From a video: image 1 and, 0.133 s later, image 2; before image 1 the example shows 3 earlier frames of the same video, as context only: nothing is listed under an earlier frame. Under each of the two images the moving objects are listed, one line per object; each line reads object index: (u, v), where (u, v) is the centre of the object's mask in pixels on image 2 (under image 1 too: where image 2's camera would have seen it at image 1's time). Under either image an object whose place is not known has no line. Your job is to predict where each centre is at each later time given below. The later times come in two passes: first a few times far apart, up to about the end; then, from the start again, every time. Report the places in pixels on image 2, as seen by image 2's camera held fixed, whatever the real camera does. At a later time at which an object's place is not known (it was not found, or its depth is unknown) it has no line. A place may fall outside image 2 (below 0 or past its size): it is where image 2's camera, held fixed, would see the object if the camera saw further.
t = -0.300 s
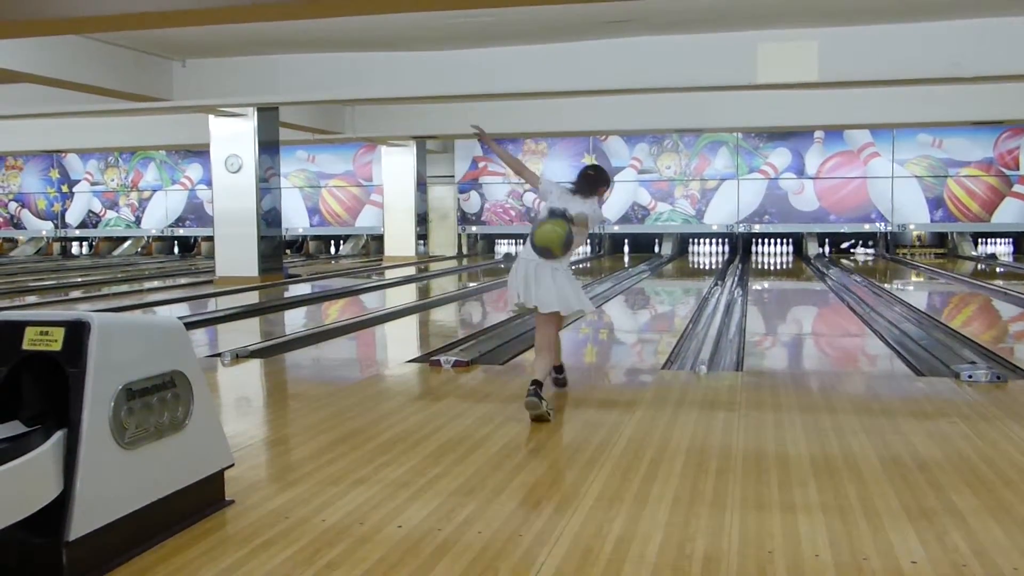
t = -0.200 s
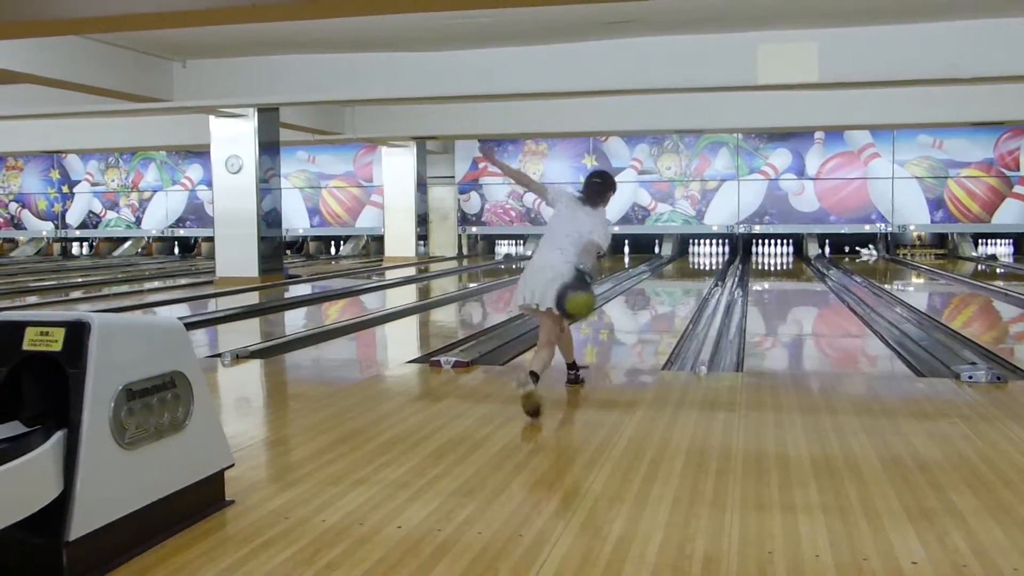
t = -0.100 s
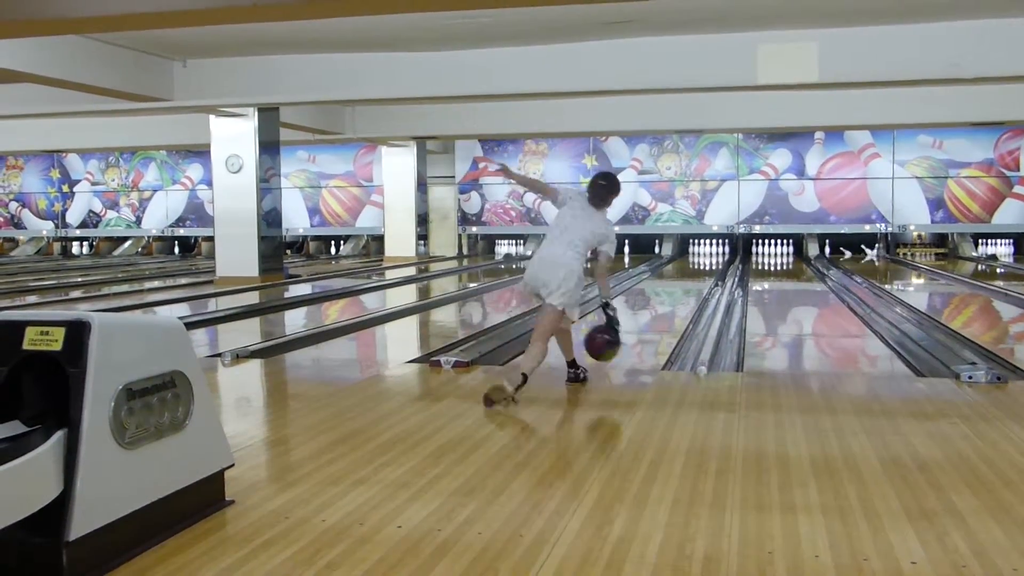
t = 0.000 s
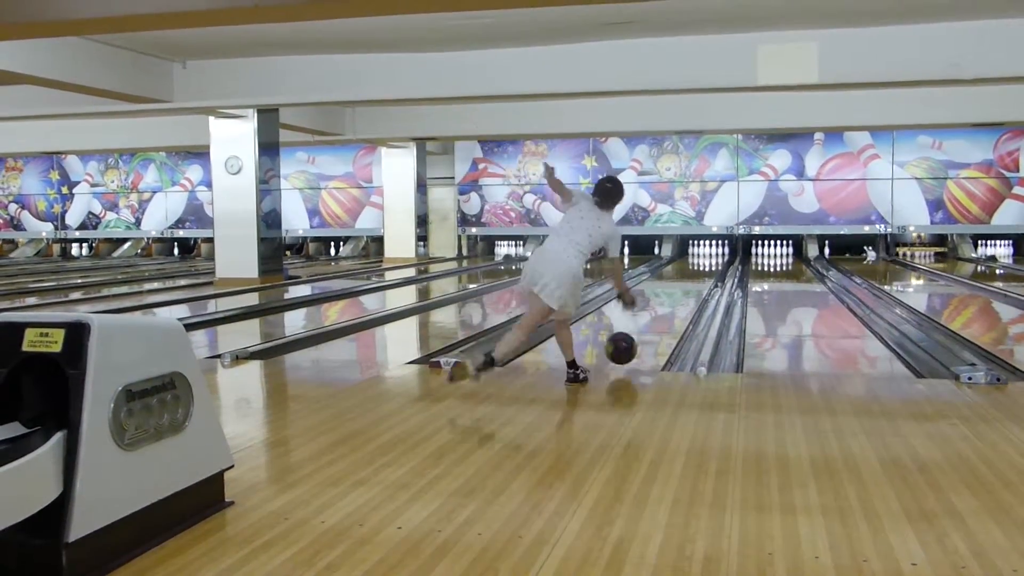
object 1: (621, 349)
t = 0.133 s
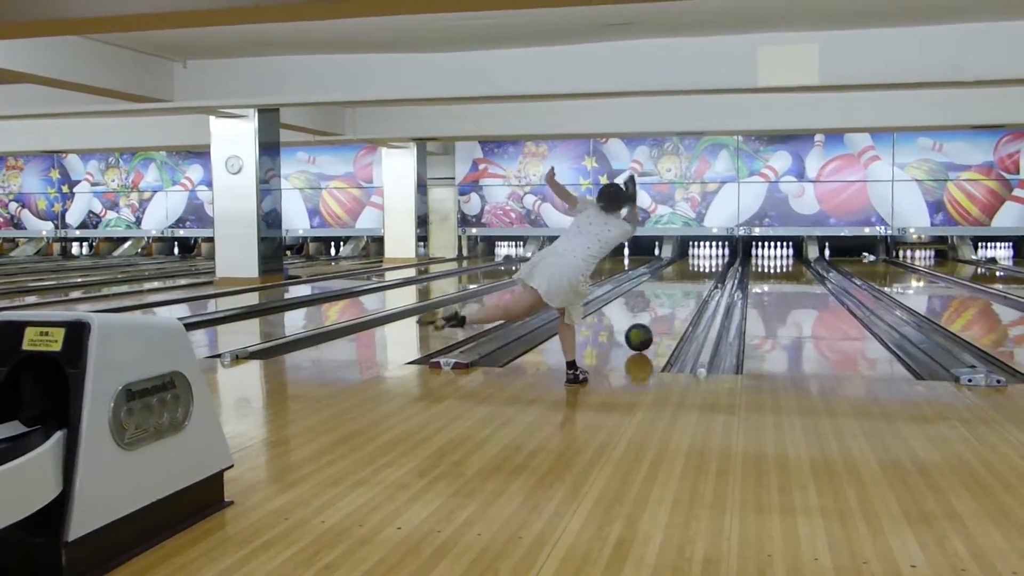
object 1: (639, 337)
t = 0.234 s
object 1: (649, 327)
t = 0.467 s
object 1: (667, 308)
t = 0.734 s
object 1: (681, 293)
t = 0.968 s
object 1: (689, 284)
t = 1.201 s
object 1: (696, 278)
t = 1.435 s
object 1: (701, 271)
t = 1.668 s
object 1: (705, 266)
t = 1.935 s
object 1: (707, 262)
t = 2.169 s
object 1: (709, 258)
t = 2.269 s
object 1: (709, 257)
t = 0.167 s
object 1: (642, 334)
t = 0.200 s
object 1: (646, 330)
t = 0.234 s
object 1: (649, 327)
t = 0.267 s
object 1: (652, 324)
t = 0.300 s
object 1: (655, 321)
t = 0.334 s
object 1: (658, 318)
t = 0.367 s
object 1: (660, 315)
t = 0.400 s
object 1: (663, 313)
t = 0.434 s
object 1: (665, 310)
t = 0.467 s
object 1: (667, 308)
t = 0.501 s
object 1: (669, 306)
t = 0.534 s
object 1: (671, 304)
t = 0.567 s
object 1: (673, 302)
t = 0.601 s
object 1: (675, 300)
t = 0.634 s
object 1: (677, 298)
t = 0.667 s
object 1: (678, 297)
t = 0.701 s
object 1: (680, 295)
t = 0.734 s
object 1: (681, 293)
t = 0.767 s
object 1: (682, 292)
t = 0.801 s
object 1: (684, 290)
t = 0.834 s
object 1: (685, 289)
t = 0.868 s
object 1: (687, 288)
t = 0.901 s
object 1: (687, 287)
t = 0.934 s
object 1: (689, 285)
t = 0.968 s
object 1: (689, 284)
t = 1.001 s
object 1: (690, 283)
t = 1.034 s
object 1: (691, 282)
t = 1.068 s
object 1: (693, 281)
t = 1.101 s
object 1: (694, 281)
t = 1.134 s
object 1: (694, 280)
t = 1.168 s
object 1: (695, 279)
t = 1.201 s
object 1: (696, 278)
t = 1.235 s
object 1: (697, 276)
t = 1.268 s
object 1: (698, 275)
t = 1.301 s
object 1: (698, 274)
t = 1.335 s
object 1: (699, 273)
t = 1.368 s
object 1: (699, 273)
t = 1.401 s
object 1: (700, 271)
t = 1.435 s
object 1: (701, 271)
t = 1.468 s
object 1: (701, 270)
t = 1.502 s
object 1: (702, 269)
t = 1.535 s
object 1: (703, 268)
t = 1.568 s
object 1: (703, 267)
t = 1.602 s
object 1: (703, 267)
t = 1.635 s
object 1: (704, 266)
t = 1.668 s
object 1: (705, 266)
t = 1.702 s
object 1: (705, 265)
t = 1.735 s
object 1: (706, 265)
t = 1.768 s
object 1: (706, 264)
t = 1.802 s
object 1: (706, 263)
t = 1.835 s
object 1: (706, 263)
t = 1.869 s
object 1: (707, 263)
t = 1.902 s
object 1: (707, 261)
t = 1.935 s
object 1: (707, 262)
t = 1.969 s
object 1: (708, 261)
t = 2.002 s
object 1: (708, 261)
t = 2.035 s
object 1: (708, 260)
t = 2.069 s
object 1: (708, 259)
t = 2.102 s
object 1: (709, 259)
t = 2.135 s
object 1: (709, 259)
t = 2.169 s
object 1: (709, 258)
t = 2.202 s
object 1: (709, 258)
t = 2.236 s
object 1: (709, 258)
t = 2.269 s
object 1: (709, 257)
